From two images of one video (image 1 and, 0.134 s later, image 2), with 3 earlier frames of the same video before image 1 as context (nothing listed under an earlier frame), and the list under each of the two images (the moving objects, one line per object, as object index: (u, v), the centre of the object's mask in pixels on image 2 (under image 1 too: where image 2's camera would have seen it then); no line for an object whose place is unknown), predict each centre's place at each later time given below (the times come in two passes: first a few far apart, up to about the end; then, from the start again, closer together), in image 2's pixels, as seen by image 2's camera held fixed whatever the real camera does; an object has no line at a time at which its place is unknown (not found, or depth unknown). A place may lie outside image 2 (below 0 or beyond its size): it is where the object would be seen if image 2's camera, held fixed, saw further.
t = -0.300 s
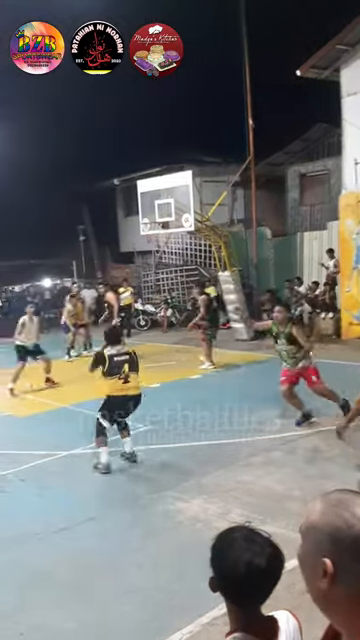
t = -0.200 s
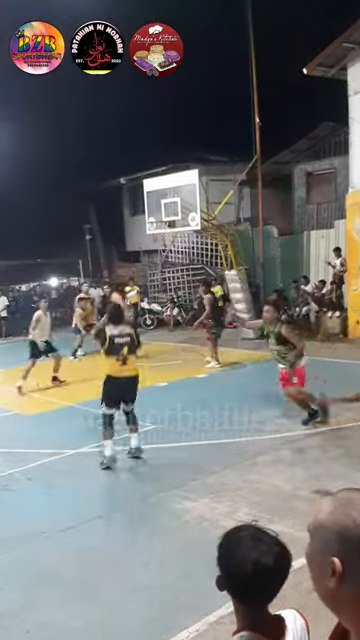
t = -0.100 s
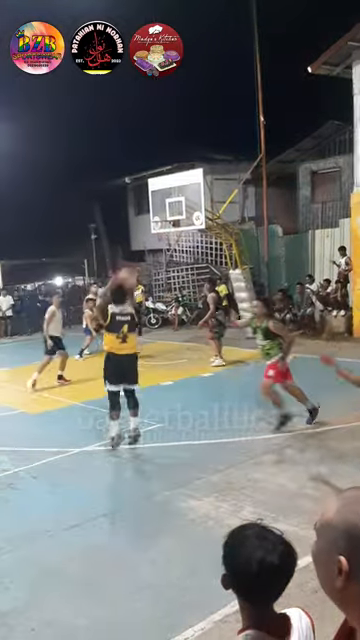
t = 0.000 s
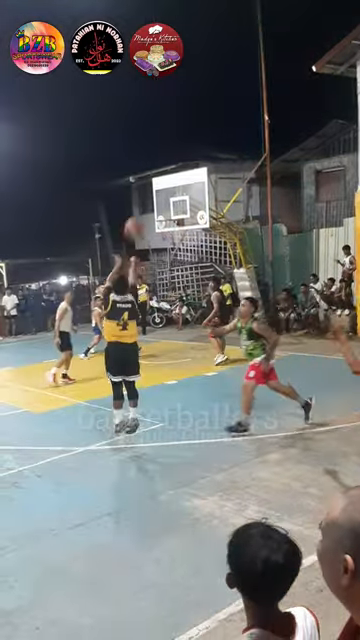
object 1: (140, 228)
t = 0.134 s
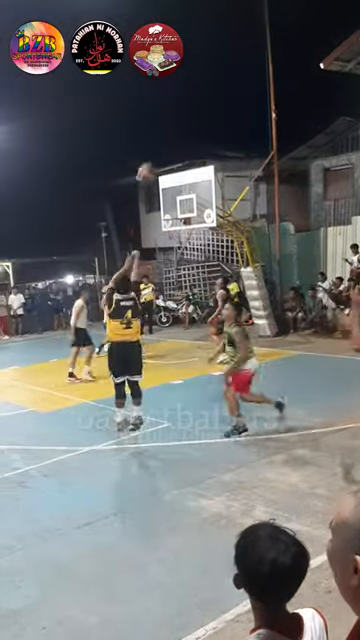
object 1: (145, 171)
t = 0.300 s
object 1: (154, 136)
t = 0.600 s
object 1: (168, 126)
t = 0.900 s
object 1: (180, 164)
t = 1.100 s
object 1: (189, 209)
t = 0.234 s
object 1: (151, 148)
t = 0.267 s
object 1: (153, 141)
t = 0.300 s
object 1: (154, 136)
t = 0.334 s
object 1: (155, 132)
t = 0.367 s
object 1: (157, 129)
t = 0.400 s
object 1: (159, 126)
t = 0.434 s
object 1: (160, 124)
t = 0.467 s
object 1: (162, 123)
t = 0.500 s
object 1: (163, 123)
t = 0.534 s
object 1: (165, 124)
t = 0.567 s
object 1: (166, 124)
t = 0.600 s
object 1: (168, 126)
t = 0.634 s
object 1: (169, 129)
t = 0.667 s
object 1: (171, 131)
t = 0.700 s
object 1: (172, 135)
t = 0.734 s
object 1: (174, 139)
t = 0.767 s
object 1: (175, 143)
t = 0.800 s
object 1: (176, 148)
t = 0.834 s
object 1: (178, 153)
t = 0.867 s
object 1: (179, 158)
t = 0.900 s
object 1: (180, 164)
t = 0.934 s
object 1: (181, 171)
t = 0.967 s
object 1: (184, 178)
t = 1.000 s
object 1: (186, 186)
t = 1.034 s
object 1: (187, 192)
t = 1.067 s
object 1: (188, 201)
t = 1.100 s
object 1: (189, 209)
